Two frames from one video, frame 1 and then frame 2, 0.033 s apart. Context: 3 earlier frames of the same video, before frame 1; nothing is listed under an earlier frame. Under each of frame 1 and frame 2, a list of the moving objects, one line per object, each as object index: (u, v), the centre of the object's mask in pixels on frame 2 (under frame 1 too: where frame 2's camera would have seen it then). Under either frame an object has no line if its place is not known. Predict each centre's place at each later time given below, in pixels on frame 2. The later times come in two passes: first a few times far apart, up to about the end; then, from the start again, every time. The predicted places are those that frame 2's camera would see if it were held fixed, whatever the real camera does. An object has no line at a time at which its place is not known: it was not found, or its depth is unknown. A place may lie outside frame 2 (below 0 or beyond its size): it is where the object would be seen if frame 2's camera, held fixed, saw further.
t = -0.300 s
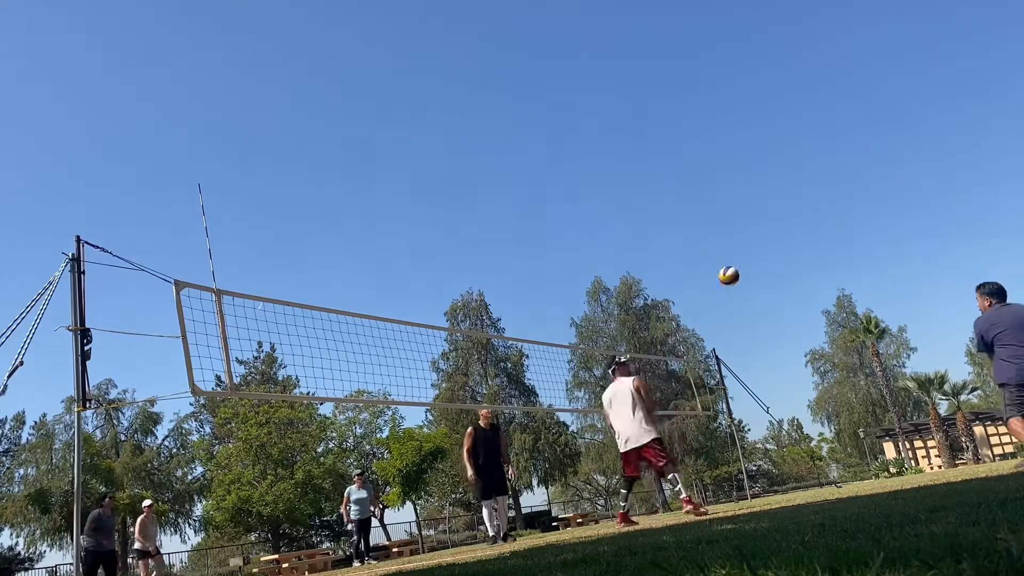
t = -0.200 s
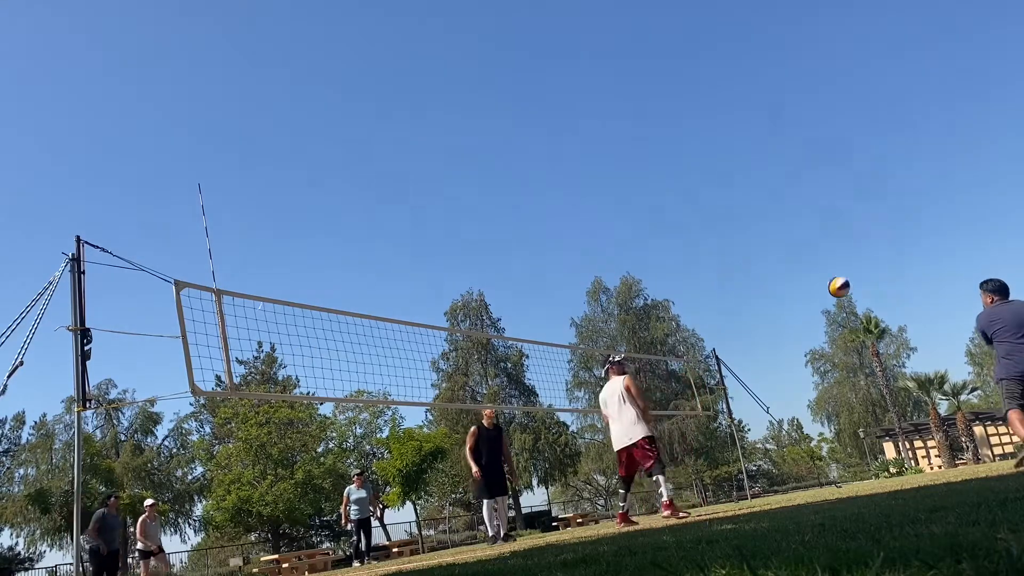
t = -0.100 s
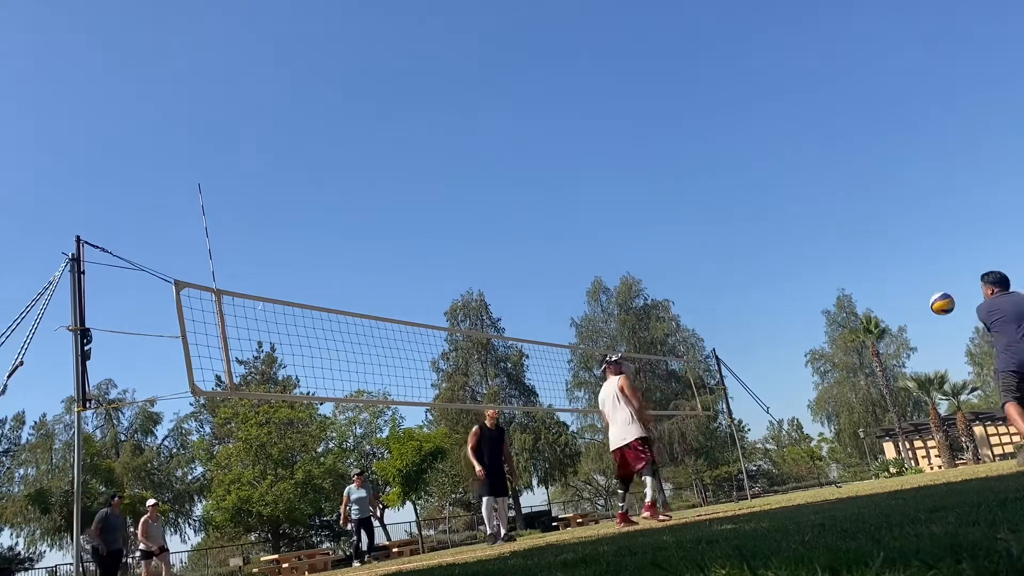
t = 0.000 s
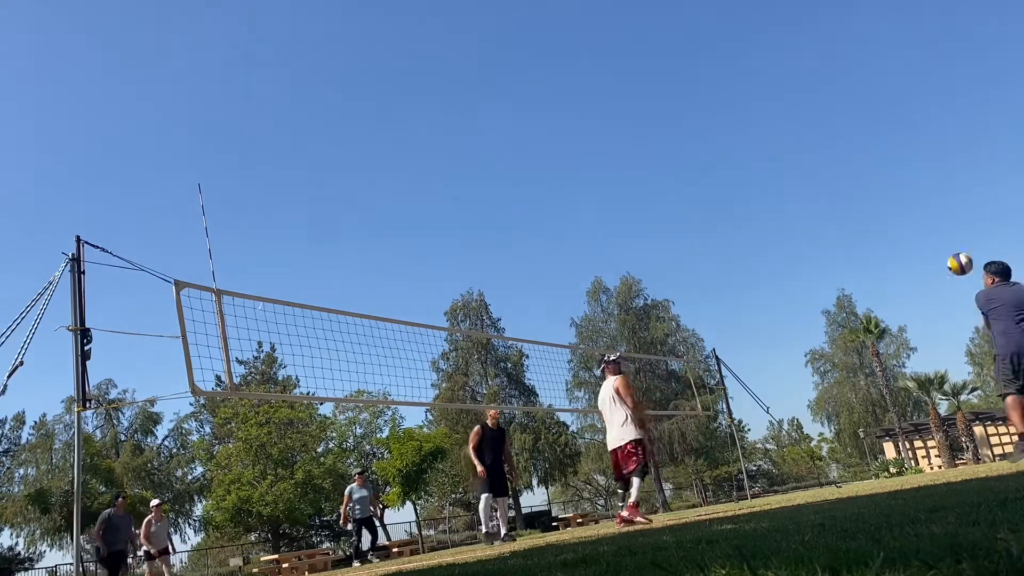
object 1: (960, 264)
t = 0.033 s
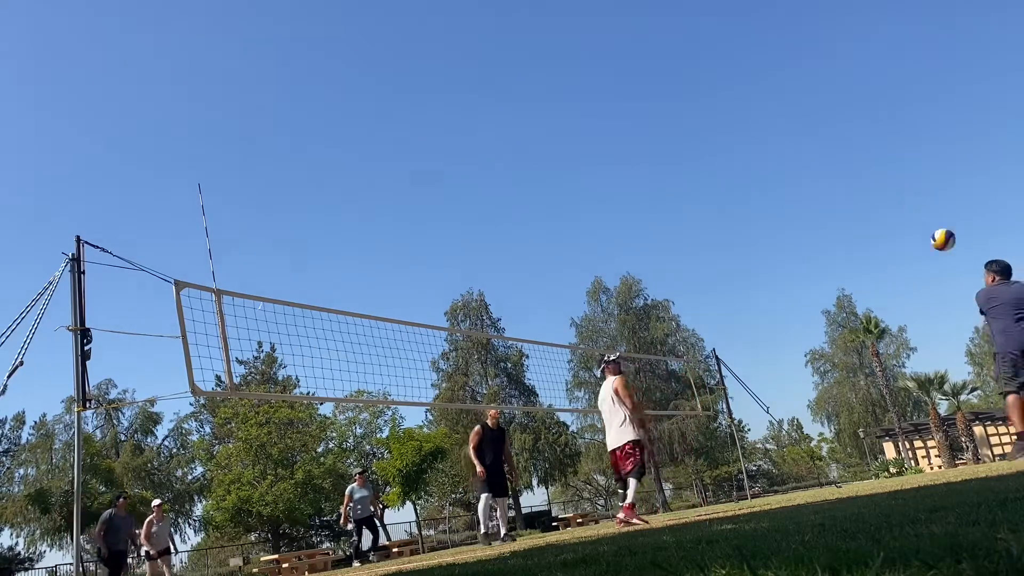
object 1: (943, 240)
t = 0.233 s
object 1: (857, 128)
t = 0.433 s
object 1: (794, 64)
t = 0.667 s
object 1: (740, 33)
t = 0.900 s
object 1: (699, 42)
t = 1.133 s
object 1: (669, 87)
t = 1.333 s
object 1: (650, 154)
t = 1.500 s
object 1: (638, 228)
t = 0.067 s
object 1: (927, 217)
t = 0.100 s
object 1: (912, 196)
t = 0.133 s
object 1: (897, 177)
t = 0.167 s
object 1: (883, 159)
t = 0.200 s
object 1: (870, 143)
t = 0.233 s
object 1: (857, 128)
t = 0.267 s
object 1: (846, 114)
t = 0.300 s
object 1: (834, 102)
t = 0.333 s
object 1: (823, 91)
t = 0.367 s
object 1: (813, 81)
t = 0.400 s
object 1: (803, 72)
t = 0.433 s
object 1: (794, 64)
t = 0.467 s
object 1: (785, 57)
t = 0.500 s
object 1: (776, 51)
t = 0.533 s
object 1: (768, 46)
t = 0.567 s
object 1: (761, 41)
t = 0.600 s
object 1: (753, 38)
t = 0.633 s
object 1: (746, 35)
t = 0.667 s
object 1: (740, 33)
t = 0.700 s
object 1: (733, 32)
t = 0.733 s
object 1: (727, 32)
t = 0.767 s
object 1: (720, 32)
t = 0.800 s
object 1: (715, 34)
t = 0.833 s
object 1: (709, 36)
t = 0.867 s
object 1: (704, 39)
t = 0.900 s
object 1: (699, 42)
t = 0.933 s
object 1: (694, 46)
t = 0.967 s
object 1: (689, 51)
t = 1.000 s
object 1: (685, 57)
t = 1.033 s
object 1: (681, 64)
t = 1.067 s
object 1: (676, 71)
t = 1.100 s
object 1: (672, 79)
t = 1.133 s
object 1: (669, 87)
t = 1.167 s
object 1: (665, 97)
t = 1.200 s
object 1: (662, 106)
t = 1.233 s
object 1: (659, 117)
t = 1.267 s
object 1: (655, 129)
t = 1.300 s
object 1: (653, 140)
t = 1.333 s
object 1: (650, 154)
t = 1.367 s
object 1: (647, 167)
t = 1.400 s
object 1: (644, 181)
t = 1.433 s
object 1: (642, 196)
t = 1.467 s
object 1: (639, 212)
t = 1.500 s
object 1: (638, 228)
